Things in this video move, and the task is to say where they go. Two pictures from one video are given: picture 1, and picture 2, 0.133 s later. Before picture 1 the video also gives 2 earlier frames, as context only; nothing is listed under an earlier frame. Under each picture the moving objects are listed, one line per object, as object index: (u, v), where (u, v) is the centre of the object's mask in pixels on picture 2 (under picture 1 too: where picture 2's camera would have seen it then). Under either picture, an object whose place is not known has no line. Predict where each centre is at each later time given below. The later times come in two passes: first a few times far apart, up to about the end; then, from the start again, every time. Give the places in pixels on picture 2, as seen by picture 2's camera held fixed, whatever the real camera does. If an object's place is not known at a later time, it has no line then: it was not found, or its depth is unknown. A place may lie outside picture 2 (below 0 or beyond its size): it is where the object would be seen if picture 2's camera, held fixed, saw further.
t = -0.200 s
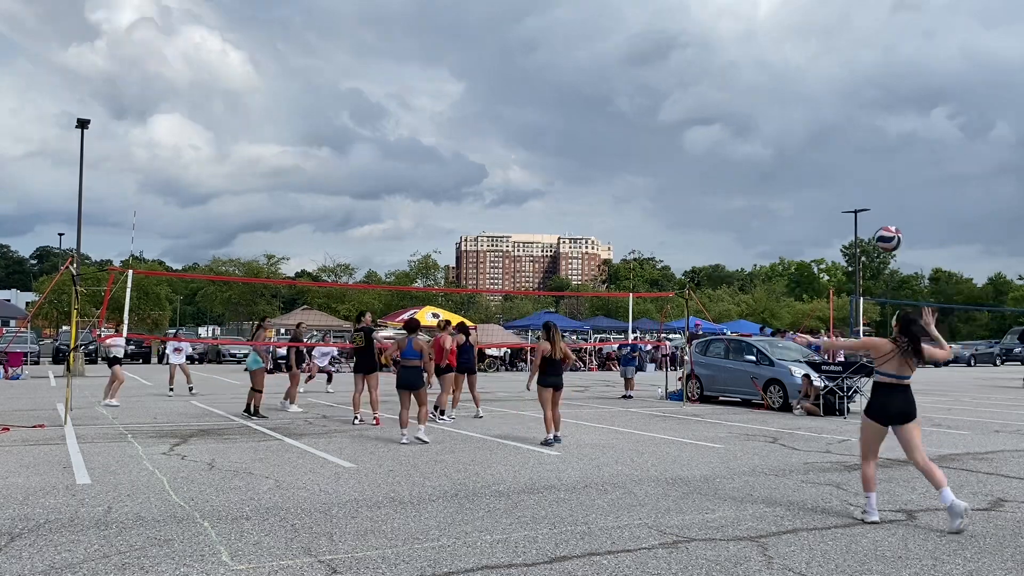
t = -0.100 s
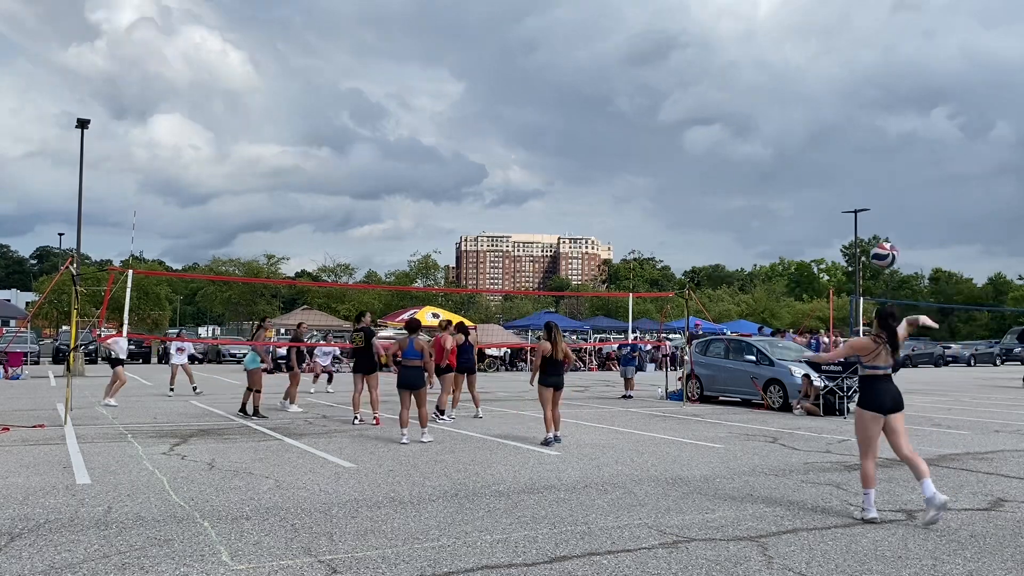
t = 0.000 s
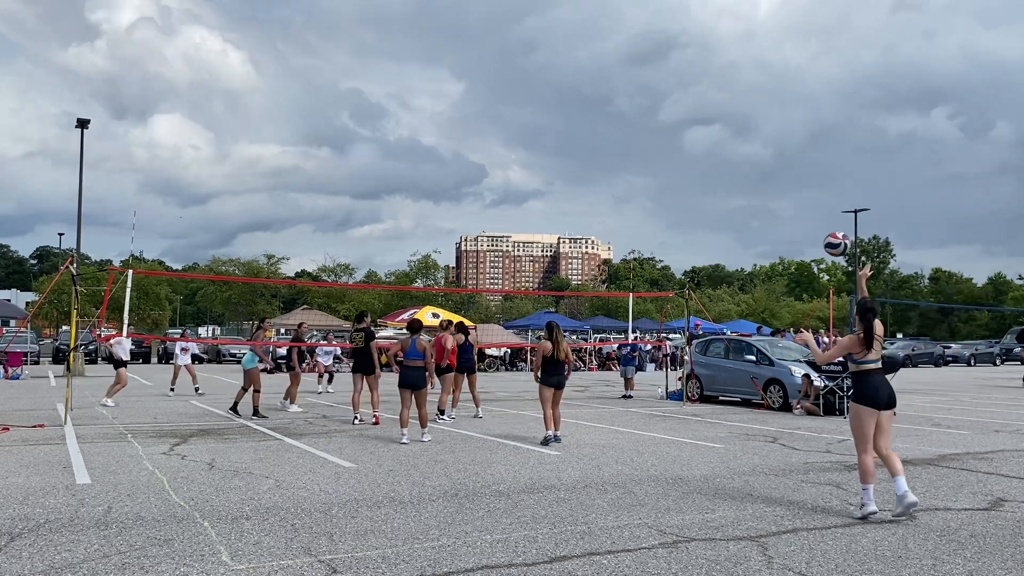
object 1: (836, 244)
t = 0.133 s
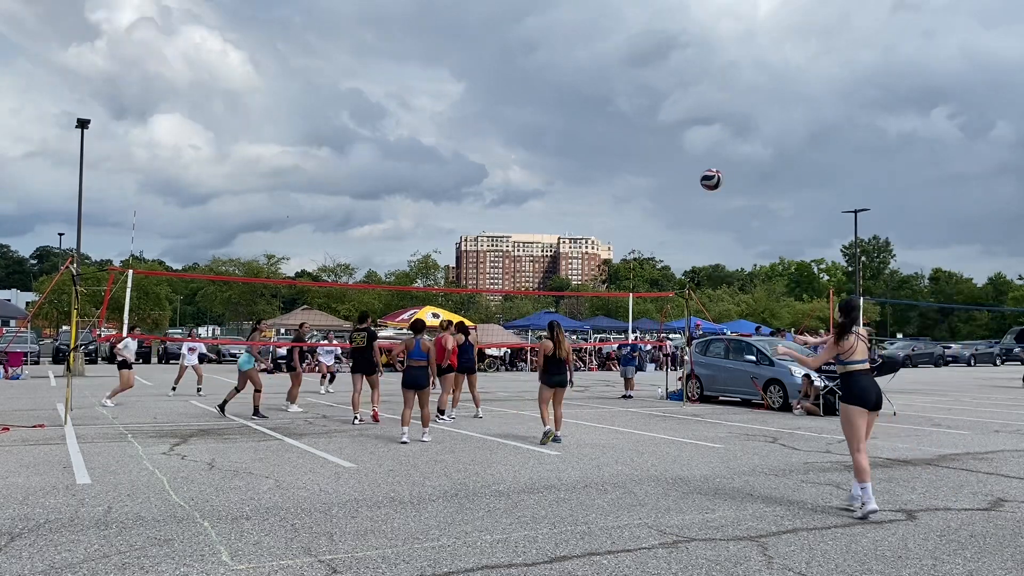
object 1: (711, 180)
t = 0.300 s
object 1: (597, 145)
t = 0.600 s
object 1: (459, 154)
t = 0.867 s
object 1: (375, 206)
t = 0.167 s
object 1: (685, 169)
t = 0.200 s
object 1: (661, 161)
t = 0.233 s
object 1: (638, 154)
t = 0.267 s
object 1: (617, 148)
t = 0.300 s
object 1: (597, 145)
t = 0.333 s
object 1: (578, 142)
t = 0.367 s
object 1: (560, 140)
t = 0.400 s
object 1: (544, 140)
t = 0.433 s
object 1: (528, 140)
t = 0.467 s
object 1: (513, 142)
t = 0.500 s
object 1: (498, 144)
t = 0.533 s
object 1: (485, 146)
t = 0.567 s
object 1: (471, 150)
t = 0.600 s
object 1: (459, 154)
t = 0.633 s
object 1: (447, 159)
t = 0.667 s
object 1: (435, 164)
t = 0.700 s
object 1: (424, 169)
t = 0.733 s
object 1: (413, 176)
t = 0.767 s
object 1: (403, 183)
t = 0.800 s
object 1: (393, 190)
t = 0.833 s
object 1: (384, 198)
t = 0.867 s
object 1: (375, 206)
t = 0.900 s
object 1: (366, 215)
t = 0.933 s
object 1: (358, 224)
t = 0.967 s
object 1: (350, 233)
